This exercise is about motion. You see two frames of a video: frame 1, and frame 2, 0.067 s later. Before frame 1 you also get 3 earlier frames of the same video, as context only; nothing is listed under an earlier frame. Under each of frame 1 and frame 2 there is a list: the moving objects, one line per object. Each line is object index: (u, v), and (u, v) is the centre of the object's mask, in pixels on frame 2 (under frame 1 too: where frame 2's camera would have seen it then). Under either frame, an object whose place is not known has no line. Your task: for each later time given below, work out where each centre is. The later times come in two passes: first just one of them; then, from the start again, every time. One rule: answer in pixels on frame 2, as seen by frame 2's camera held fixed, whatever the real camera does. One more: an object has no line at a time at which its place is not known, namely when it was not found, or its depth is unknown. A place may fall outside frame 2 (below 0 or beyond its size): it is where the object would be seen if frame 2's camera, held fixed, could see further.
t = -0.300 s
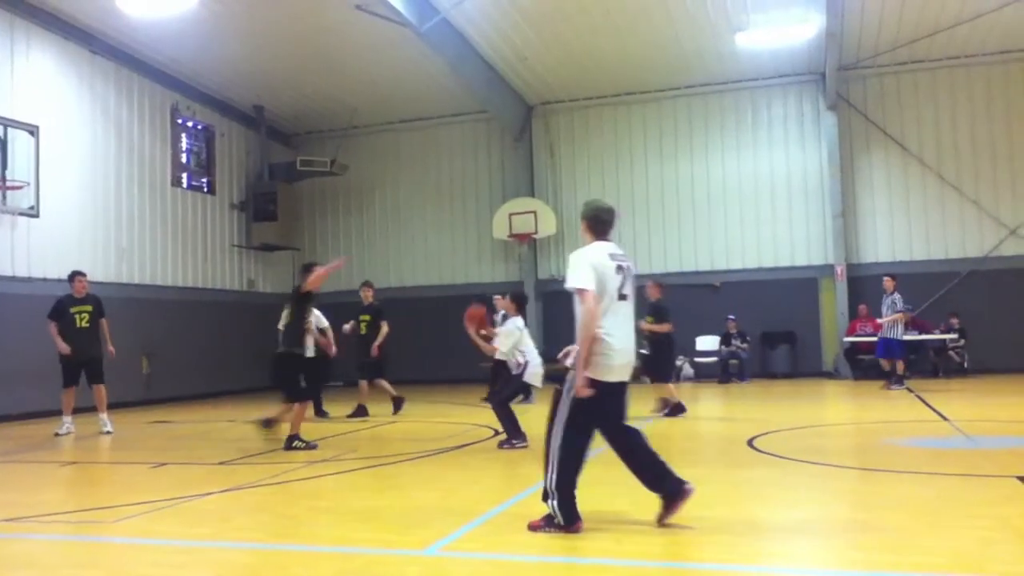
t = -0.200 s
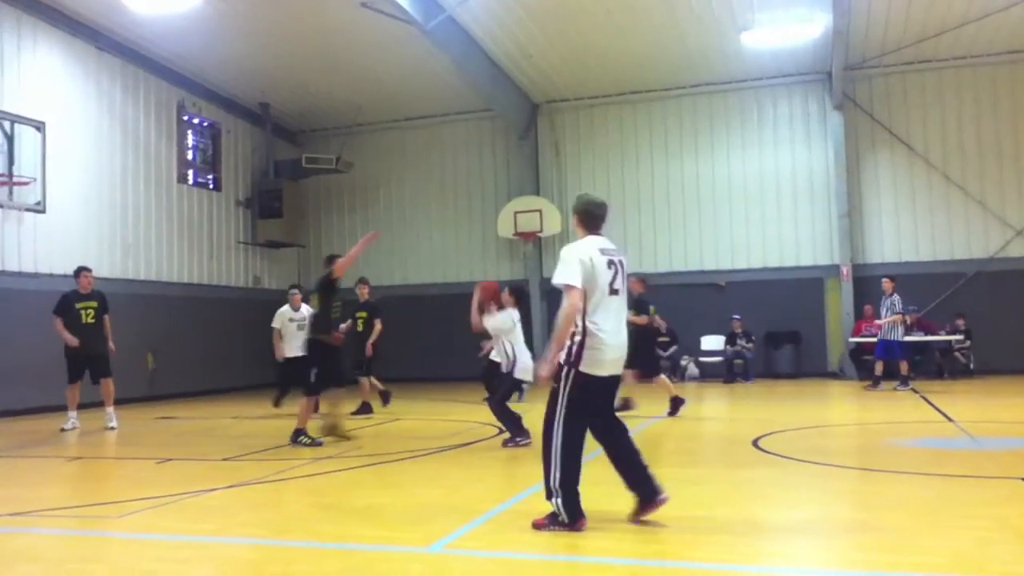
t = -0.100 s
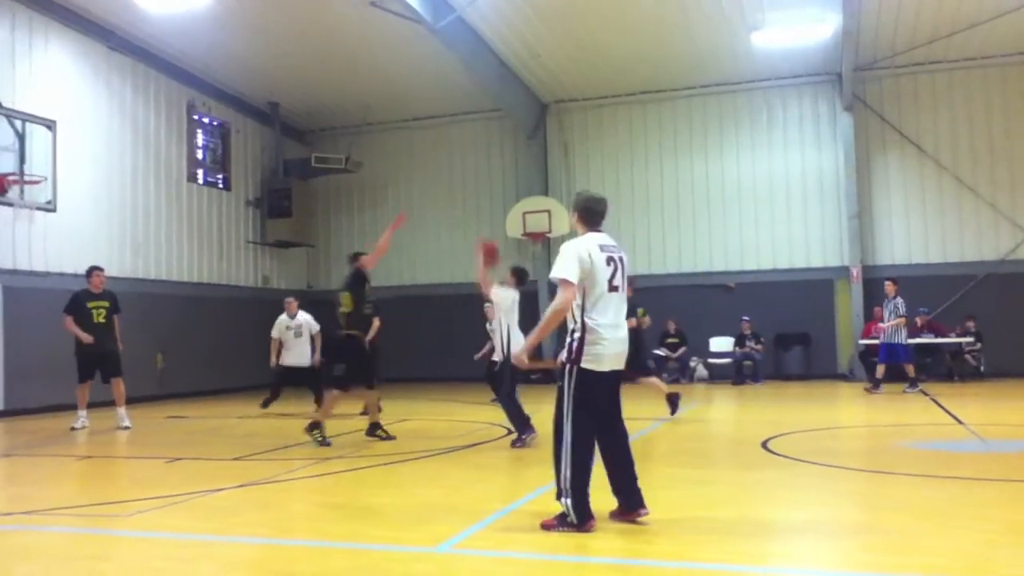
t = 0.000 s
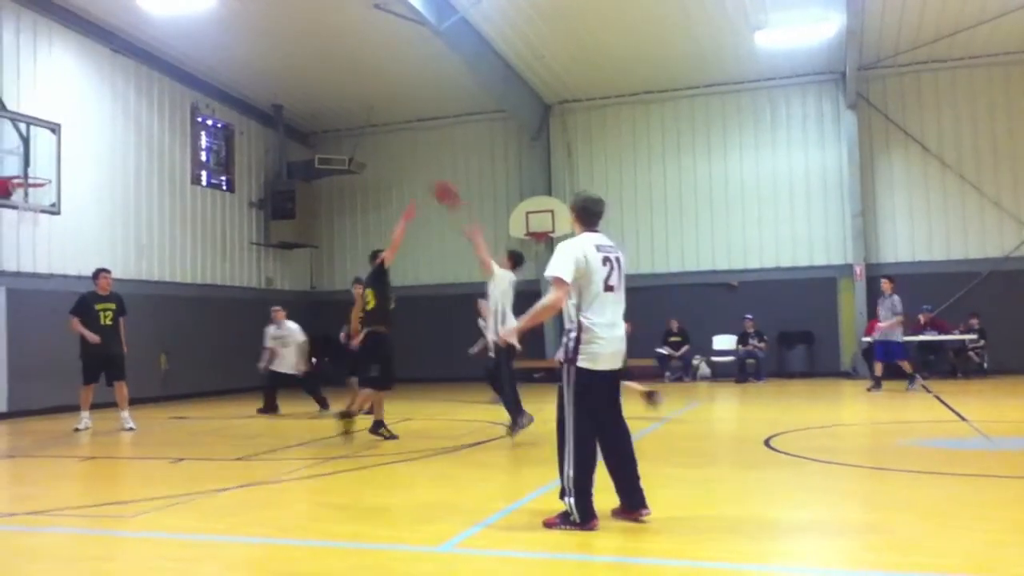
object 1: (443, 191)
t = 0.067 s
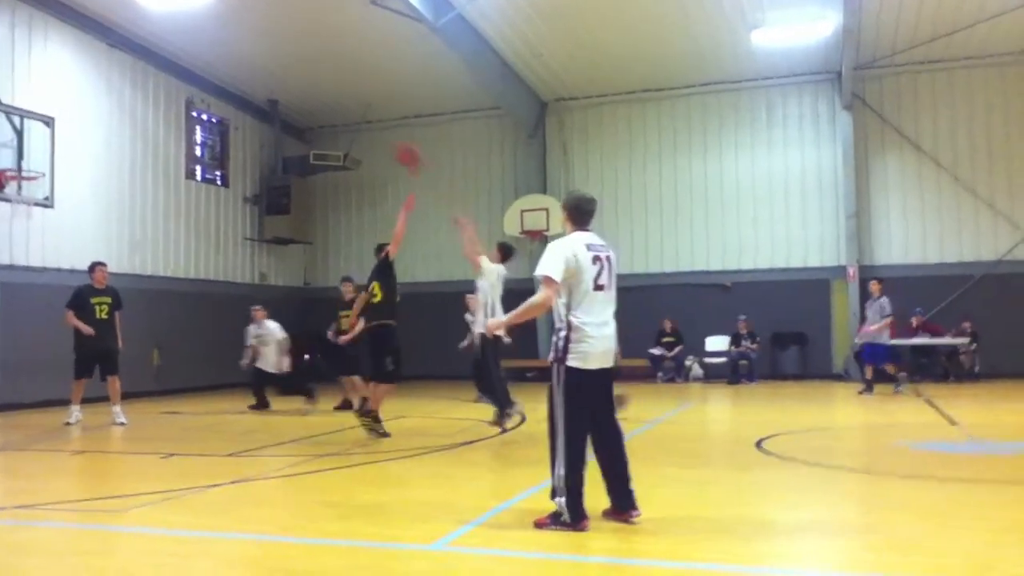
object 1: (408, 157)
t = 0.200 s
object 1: (350, 103)
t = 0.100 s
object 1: (392, 140)
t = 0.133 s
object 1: (379, 126)
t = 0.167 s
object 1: (364, 114)
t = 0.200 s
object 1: (350, 103)
